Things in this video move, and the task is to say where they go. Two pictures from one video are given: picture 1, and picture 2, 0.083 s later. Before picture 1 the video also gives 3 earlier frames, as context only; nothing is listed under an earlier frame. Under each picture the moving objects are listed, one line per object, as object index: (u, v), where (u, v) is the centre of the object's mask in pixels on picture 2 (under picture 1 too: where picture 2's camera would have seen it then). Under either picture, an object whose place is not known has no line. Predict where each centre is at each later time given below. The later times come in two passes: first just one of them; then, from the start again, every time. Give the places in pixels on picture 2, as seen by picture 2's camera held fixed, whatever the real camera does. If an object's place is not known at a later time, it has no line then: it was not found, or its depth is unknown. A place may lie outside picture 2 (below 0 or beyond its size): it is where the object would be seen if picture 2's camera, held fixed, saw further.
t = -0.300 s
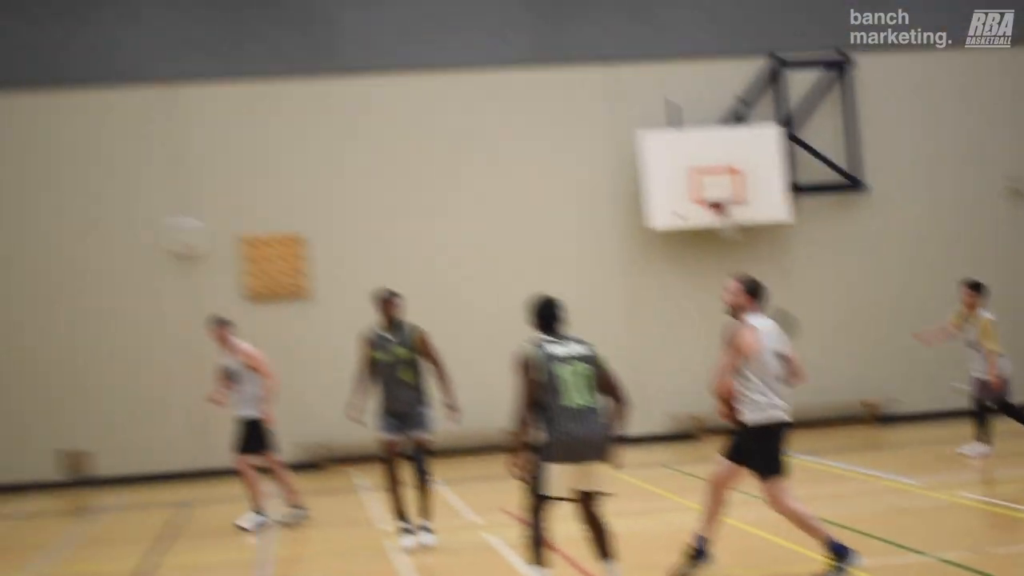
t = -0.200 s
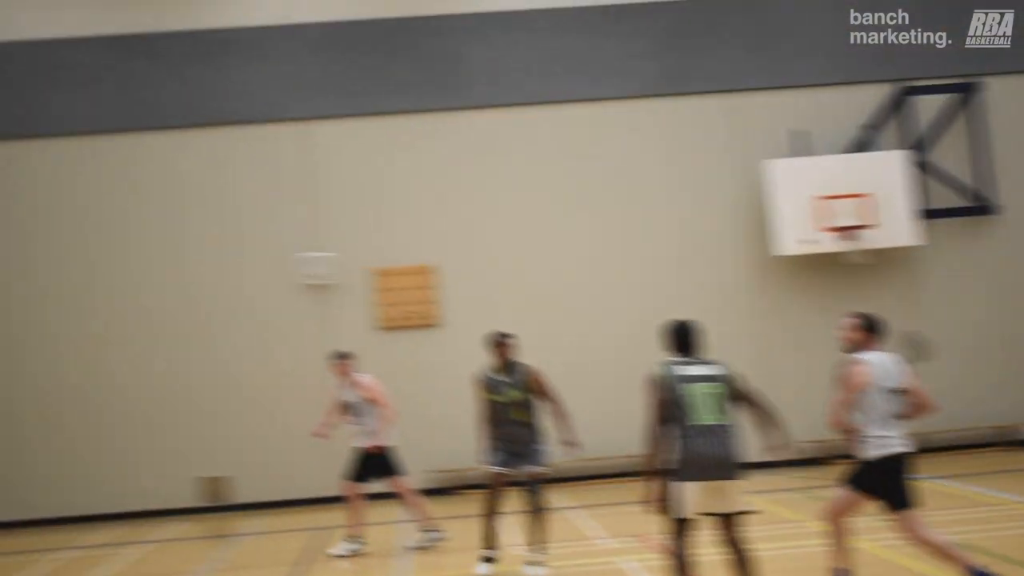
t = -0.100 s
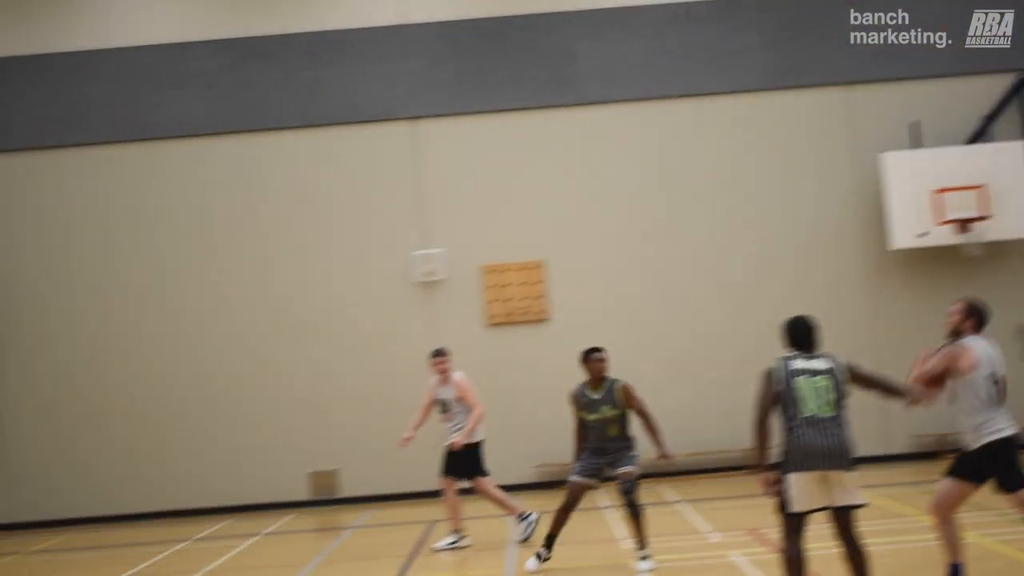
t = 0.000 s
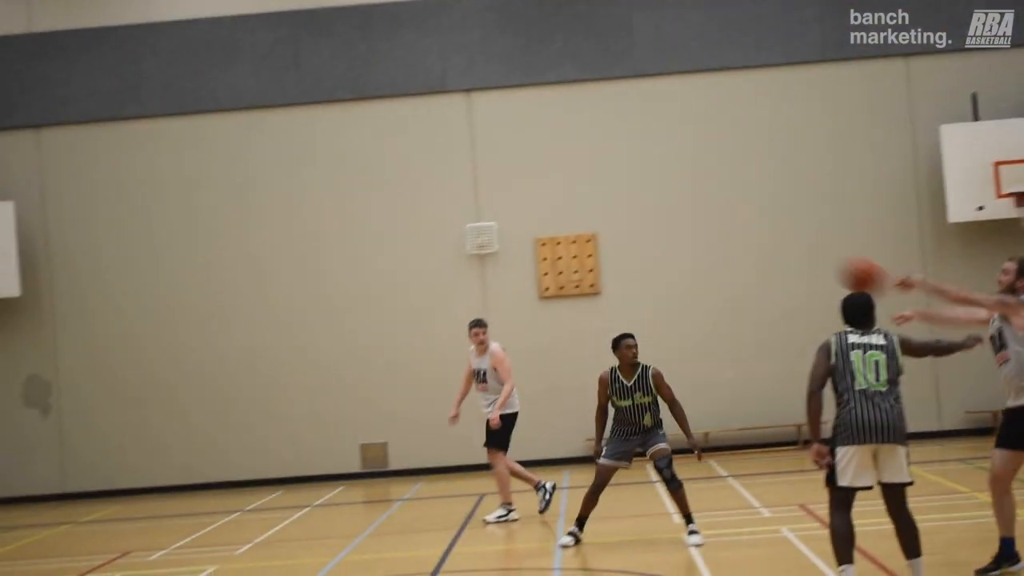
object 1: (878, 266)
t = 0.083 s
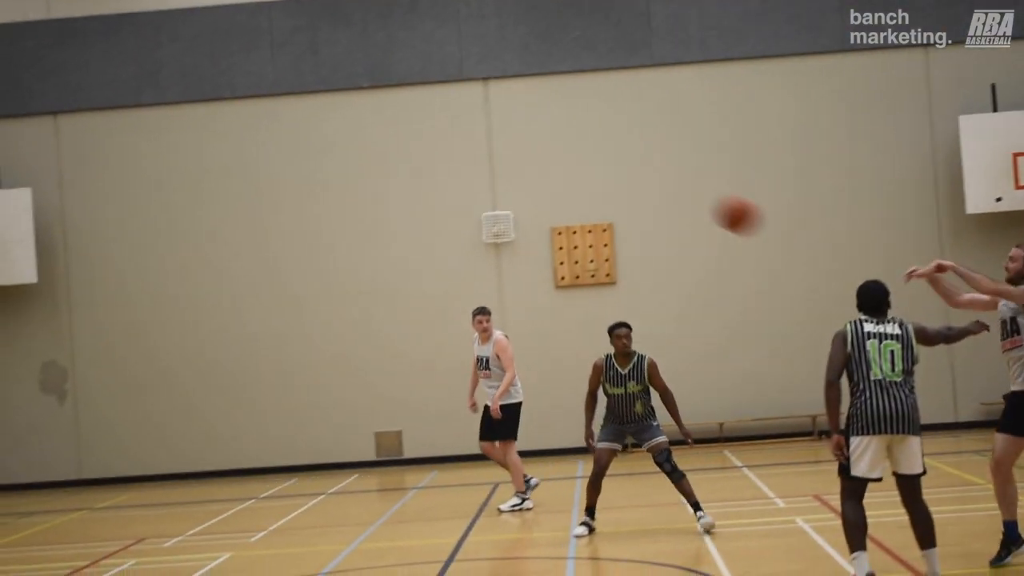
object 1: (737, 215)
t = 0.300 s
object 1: (418, 135)
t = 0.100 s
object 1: (711, 206)
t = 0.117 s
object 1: (684, 198)
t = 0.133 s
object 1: (658, 190)
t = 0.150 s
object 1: (633, 183)
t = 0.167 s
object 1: (607, 176)
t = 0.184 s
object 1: (582, 169)
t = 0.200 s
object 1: (558, 163)
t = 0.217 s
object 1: (533, 157)
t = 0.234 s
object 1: (510, 152)
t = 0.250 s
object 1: (488, 147)
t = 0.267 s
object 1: (463, 142)
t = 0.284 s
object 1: (440, 138)
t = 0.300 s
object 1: (418, 135)
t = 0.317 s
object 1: (396, 131)
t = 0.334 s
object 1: (373, 129)
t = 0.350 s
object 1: (351, 126)
